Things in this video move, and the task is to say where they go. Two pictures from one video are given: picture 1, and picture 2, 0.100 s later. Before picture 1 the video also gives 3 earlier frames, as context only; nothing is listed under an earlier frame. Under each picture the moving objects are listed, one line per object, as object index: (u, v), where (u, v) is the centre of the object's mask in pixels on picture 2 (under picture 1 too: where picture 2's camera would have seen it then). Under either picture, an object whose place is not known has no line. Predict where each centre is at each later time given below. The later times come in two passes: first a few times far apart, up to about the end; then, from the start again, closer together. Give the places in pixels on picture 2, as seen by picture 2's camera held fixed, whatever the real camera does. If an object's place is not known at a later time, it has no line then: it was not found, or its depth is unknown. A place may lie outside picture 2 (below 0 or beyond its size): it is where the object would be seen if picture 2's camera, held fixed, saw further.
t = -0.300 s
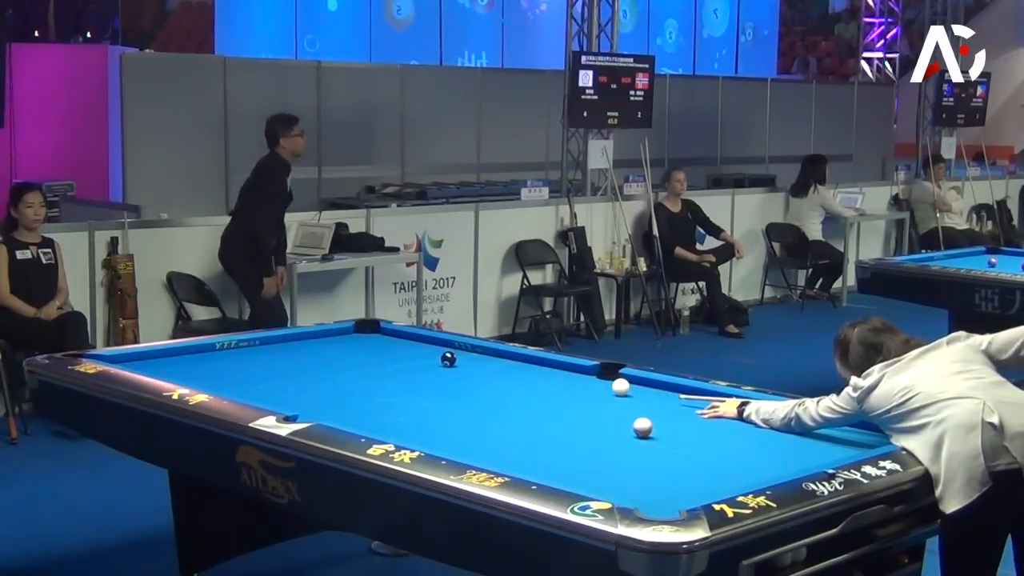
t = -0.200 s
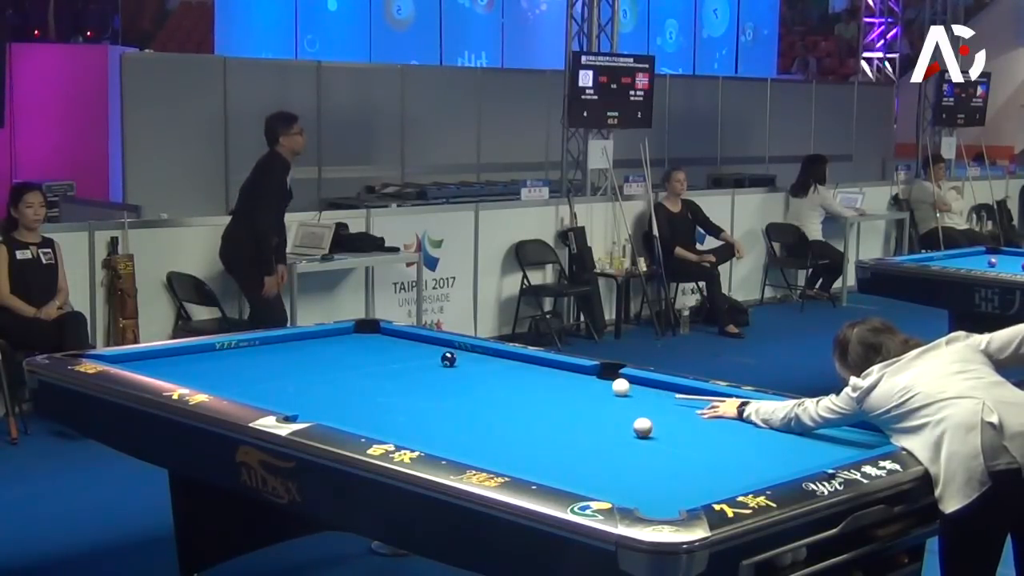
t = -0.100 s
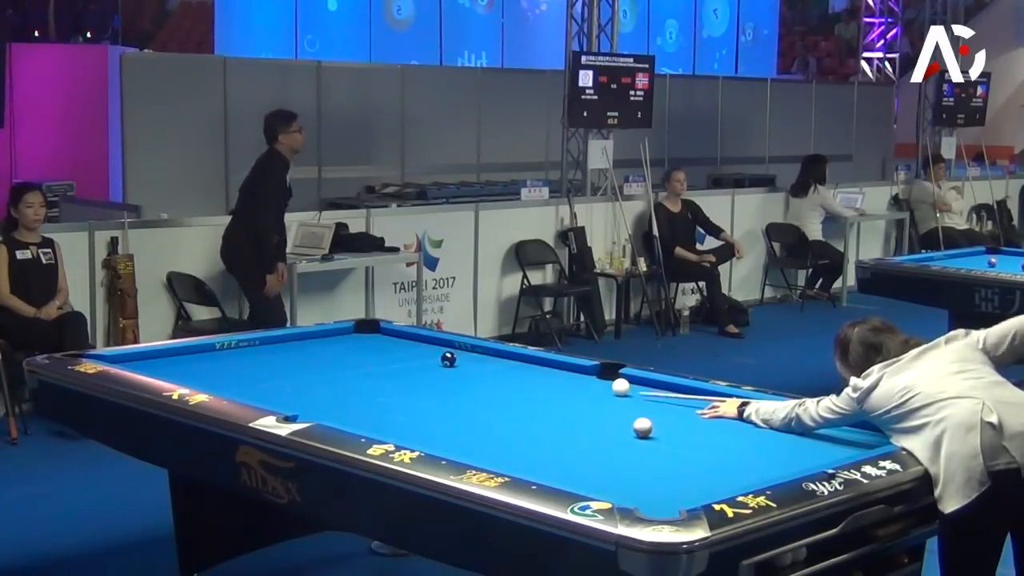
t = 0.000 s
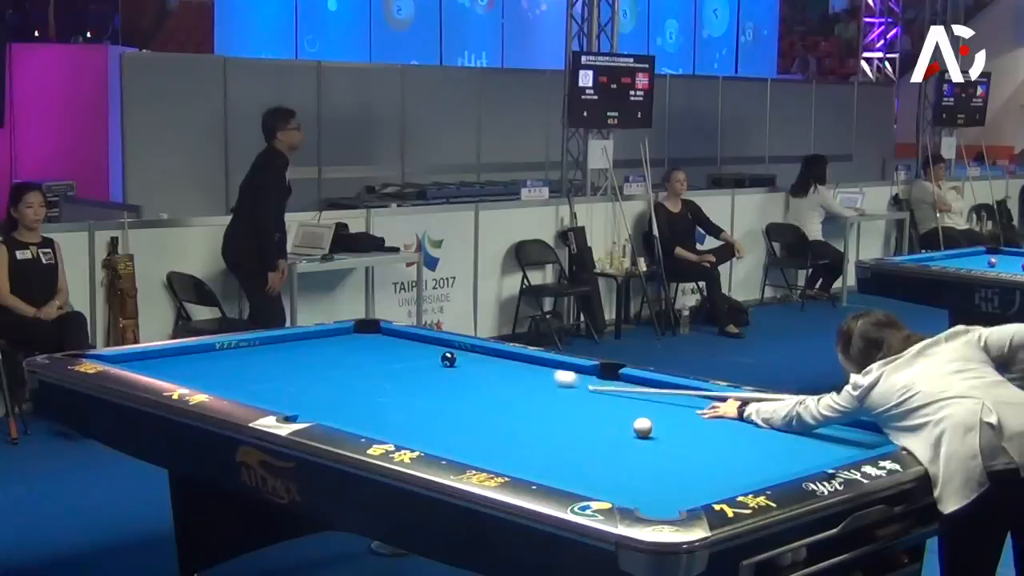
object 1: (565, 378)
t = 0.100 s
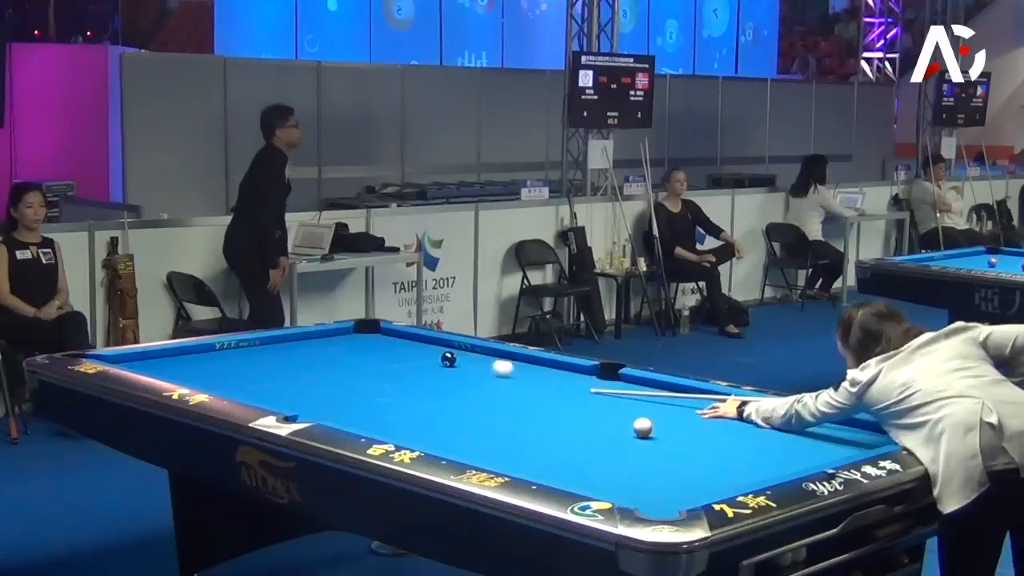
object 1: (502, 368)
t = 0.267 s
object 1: (438, 363)
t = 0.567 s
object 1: (395, 368)
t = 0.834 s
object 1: (365, 373)
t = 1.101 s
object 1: (335, 379)
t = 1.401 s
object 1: (302, 385)
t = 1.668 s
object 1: (273, 390)
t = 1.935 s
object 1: (245, 393)
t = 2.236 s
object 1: (253, 394)
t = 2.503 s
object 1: (274, 396)
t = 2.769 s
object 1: (293, 397)
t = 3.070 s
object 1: (313, 397)
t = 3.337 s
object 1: (328, 397)
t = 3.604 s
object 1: (342, 397)
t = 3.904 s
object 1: (356, 397)
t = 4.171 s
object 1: (367, 397)
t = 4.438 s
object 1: (376, 397)
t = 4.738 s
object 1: (384, 396)
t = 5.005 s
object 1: (389, 396)
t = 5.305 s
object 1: (393, 396)
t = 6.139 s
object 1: (395, 395)
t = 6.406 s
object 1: (395, 396)
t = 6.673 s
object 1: (395, 396)
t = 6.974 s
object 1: (395, 396)
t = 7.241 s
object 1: (395, 396)
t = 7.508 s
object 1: (395, 396)
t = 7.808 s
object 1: (395, 396)
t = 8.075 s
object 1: (395, 395)
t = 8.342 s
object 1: (395, 396)
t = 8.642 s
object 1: (395, 395)
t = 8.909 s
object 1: (395, 395)
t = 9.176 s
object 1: (395, 396)
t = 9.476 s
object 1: (395, 396)
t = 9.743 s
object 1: (395, 396)
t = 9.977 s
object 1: (395, 395)
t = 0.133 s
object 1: (484, 365)
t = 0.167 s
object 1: (466, 363)
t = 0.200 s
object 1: (452, 361)
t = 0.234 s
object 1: (445, 362)
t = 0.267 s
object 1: (438, 363)
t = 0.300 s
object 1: (431, 363)
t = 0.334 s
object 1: (425, 364)
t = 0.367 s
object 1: (420, 364)
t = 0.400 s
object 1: (415, 365)
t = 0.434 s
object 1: (410, 366)
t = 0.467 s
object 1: (407, 366)
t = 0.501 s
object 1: (403, 367)
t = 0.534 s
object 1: (399, 368)
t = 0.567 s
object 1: (395, 368)
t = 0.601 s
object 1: (391, 369)
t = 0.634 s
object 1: (388, 369)
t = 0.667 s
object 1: (384, 370)
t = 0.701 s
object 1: (380, 371)
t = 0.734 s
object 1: (376, 371)
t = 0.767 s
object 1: (372, 372)
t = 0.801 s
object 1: (369, 373)
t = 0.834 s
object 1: (365, 373)
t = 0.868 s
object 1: (361, 374)
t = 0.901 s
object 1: (358, 375)
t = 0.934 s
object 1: (354, 375)
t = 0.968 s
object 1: (350, 376)
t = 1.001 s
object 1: (346, 377)
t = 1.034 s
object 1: (343, 377)
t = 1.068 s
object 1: (339, 378)
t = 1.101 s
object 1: (335, 379)
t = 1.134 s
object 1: (331, 379)
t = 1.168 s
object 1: (328, 380)
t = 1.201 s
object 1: (324, 381)
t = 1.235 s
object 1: (320, 381)
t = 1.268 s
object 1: (317, 382)
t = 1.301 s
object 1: (313, 383)
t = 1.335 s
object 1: (309, 383)
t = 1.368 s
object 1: (305, 384)
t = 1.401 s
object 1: (302, 385)
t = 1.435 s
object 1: (298, 386)
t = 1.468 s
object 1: (294, 386)
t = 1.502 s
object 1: (291, 387)
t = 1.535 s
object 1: (287, 387)
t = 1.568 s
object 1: (283, 388)
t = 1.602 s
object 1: (280, 389)
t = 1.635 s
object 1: (276, 389)
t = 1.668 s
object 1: (273, 390)
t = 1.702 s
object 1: (269, 391)
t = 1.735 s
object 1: (265, 391)
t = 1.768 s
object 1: (262, 392)
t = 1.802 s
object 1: (259, 392)
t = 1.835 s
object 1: (255, 392)
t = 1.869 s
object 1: (252, 392)
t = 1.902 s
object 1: (248, 392)
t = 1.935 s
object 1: (245, 393)
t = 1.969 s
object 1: (241, 393)
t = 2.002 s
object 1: (238, 393)
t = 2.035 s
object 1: (235, 393)
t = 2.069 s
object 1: (238, 393)
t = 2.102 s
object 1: (242, 394)
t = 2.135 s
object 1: (245, 394)
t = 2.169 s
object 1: (247, 394)
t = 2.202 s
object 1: (250, 394)
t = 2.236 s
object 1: (253, 394)
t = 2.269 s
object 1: (255, 394)
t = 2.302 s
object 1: (258, 394)
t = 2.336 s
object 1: (261, 395)
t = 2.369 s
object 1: (264, 395)
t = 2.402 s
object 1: (266, 395)
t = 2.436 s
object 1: (269, 396)
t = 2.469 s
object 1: (271, 396)
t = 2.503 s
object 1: (274, 396)
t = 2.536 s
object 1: (276, 396)
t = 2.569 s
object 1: (278, 396)
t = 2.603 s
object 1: (281, 397)
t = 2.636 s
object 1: (283, 397)
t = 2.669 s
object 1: (285, 397)
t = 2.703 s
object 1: (288, 397)
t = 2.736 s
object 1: (290, 397)
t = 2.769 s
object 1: (293, 397)
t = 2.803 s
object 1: (295, 397)
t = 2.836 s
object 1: (297, 397)
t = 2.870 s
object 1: (299, 397)
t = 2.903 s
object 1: (302, 397)
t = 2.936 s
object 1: (304, 397)
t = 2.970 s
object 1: (306, 397)
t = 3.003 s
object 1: (308, 397)
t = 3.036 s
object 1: (310, 397)
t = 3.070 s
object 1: (313, 397)
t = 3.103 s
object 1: (315, 397)
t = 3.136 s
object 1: (317, 397)
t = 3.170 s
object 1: (318, 397)
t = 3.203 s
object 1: (320, 397)
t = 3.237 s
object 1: (322, 397)
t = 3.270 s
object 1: (325, 397)
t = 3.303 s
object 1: (326, 397)
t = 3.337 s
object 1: (328, 397)
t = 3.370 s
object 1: (330, 397)
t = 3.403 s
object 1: (332, 397)
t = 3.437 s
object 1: (334, 397)
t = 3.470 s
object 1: (335, 397)
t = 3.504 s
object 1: (337, 397)
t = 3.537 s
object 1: (339, 397)
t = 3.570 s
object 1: (341, 397)
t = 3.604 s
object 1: (342, 397)
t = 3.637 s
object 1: (344, 397)
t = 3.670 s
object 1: (346, 397)
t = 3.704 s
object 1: (347, 397)
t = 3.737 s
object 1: (349, 397)
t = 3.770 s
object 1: (351, 397)
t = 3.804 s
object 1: (352, 397)
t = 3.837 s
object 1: (354, 397)
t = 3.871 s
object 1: (355, 397)
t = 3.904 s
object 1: (356, 397)
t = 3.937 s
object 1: (358, 397)
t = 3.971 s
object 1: (359, 397)
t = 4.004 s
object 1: (361, 397)
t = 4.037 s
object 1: (362, 397)
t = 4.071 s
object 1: (363, 397)
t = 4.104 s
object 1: (364, 397)
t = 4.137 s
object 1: (366, 397)
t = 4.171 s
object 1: (367, 397)
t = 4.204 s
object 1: (368, 397)
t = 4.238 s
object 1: (369, 397)
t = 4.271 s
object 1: (370, 397)
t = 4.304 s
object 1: (371, 397)
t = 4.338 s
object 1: (373, 396)
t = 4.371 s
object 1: (374, 396)
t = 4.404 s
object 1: (374, 396)
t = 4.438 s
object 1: (376, 397)
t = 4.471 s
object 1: (377, 397)
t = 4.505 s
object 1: (378, 397)
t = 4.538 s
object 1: (379, 397)
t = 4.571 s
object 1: (380, 396)
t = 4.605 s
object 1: (381, 396)
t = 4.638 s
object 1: (381, 396)
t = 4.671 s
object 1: (382, 396)
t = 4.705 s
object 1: (383, 396)
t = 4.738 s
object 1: (384, 396)
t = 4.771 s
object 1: (385, 396)
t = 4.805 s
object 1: (385, 396)
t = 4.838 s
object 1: (386, 396)
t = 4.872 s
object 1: (387, 396)
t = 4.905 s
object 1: (387, 396)
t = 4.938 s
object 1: (388, 396)
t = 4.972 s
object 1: (389, 396)
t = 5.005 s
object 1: (389, 396)
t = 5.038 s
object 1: (389, 396)
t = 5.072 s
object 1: (390, 396)
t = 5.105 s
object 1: (391, 396)
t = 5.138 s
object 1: (391, 396)
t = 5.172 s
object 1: (391, 396)
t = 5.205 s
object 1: (392, 396)
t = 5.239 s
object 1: (392, 396)
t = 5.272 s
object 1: (393, 396)
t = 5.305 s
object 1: (393, 396)
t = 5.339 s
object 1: (387, 394)
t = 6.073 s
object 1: (396, 395)
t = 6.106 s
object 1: (395, 395)
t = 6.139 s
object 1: (395, 395)
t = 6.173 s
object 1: (395, 395)
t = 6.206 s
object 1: (395, 395)
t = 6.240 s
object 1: (395, 395)
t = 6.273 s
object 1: (395, 396)
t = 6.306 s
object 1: (395, 396)
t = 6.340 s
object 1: (395, 396)
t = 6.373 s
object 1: (395, 396)
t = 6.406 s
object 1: (395, 396)
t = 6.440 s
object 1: (395, 396)
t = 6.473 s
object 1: (395, 396)
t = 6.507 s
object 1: (395, 396)
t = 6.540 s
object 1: (395, 396)
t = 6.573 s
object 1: (395, 396)
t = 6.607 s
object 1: (395, 396)
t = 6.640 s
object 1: (395, 396)
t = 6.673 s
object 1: (395, 396)
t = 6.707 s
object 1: (395, 396)
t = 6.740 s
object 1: (395, 396)
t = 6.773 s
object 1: (395, 396)
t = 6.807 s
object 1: (395, 396)
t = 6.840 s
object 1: (395, 396)
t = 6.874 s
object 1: (395, 396)
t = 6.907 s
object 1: (395, 396)
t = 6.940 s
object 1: (395, 396)
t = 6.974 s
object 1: (395, 396)
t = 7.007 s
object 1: (395, 396)
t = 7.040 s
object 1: (395, 396)
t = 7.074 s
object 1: (395, 395)
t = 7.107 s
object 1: (395, 396)
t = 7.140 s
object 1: (395, 395)
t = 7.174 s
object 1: (395, 396)
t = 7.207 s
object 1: (395, 395)
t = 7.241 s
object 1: (395, 396)
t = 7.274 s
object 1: (395, 396)
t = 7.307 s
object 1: (395, 396)
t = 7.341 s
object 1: (395, 396)
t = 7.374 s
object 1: (395, 396)
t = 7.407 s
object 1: (395, 396)
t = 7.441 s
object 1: (395, 396)
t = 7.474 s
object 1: (395, 395)
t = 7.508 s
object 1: (395, 396)
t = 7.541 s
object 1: (395, 396)
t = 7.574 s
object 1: (395, 396)
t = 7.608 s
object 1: (395, 396)
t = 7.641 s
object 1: (395, 395)
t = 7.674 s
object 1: (395, 395)
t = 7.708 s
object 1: (395, 396)
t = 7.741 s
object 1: (395, 396)
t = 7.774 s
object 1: (395, 395)
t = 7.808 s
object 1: (395, 396)
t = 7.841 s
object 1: (395, 395)
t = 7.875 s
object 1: (395, 396)
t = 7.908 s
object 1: (395, 396)
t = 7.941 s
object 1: (395, 396)
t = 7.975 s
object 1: (395, 396)
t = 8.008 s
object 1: (395, 396)
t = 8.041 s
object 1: (395, 396)
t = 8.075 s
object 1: (395, 395)
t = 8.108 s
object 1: (395, 395)
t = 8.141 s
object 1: (395, 395)
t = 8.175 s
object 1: (395, 396)
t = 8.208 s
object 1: (395, 395)
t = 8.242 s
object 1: (395, 395)
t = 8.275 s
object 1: (395, 396)
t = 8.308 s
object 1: (395, 395)
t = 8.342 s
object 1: (395, 396)
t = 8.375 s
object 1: (395, 396)
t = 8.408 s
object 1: (395, 395)
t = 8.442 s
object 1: (395, 396)
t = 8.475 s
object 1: (395, 396)
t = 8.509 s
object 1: (395, 395)
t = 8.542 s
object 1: (395, 395)
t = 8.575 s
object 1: (395, 396)
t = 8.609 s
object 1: (395, 396)
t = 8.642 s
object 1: (395, 395)
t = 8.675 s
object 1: (395, 395)
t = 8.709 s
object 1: (395, 395)
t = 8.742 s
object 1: (395, 396)
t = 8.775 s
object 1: (395, 396)
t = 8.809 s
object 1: (395, 396)
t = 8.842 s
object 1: (395, 396)
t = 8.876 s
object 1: (395, 395)
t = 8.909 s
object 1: (395, 395)
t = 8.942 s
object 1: (395, 396)
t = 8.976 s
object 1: (395, 396)
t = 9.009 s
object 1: (395, 396)
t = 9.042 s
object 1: (395, 396)
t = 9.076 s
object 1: (395, 396)
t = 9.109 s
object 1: (395, 396)
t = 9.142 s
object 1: (395, 396)
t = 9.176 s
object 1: (395, 396)
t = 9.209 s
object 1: (395, 395)
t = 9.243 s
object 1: (395, 396)
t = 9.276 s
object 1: (395, 395)
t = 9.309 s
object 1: (395, 395)
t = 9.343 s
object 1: (395, 396)
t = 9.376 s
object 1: (395, 396)
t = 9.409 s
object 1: (395, 395)
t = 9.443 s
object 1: (395, 395)
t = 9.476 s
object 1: (395, 396)
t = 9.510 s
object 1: (395, 396)
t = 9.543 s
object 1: (395, 396)
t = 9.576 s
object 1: (395, 396)
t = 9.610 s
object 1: (395, 395)
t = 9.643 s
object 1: (395, 395)
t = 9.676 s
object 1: (395, 396)
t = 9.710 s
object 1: (395, 395)
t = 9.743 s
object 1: (395, 396)
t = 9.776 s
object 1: (395, 395)
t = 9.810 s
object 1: (395, 396)
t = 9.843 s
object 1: (395, 395)
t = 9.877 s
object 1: (395, 395)
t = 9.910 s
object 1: (395, 395)
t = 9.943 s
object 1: (395, 395)
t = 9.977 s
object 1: (395, 395)
